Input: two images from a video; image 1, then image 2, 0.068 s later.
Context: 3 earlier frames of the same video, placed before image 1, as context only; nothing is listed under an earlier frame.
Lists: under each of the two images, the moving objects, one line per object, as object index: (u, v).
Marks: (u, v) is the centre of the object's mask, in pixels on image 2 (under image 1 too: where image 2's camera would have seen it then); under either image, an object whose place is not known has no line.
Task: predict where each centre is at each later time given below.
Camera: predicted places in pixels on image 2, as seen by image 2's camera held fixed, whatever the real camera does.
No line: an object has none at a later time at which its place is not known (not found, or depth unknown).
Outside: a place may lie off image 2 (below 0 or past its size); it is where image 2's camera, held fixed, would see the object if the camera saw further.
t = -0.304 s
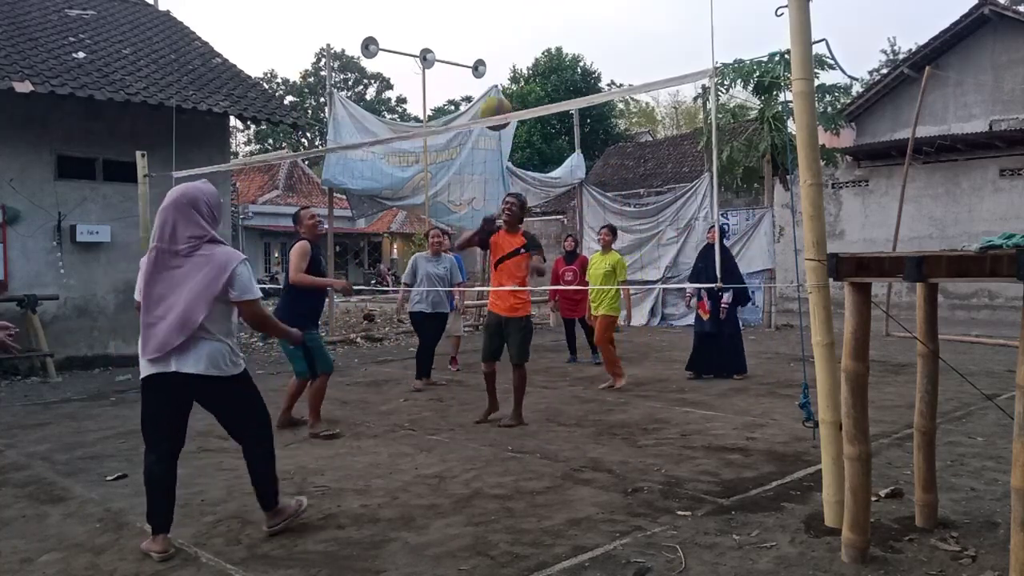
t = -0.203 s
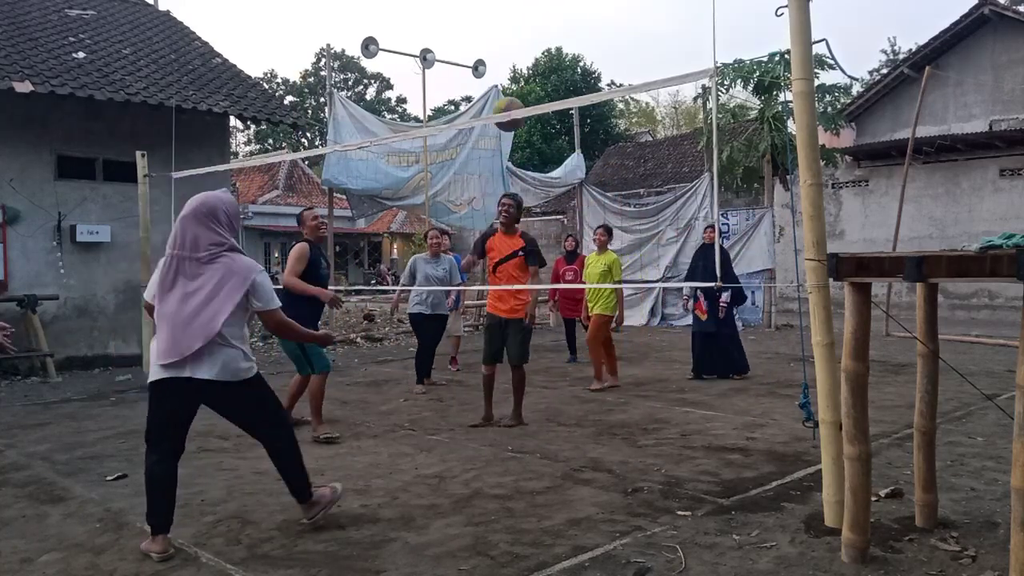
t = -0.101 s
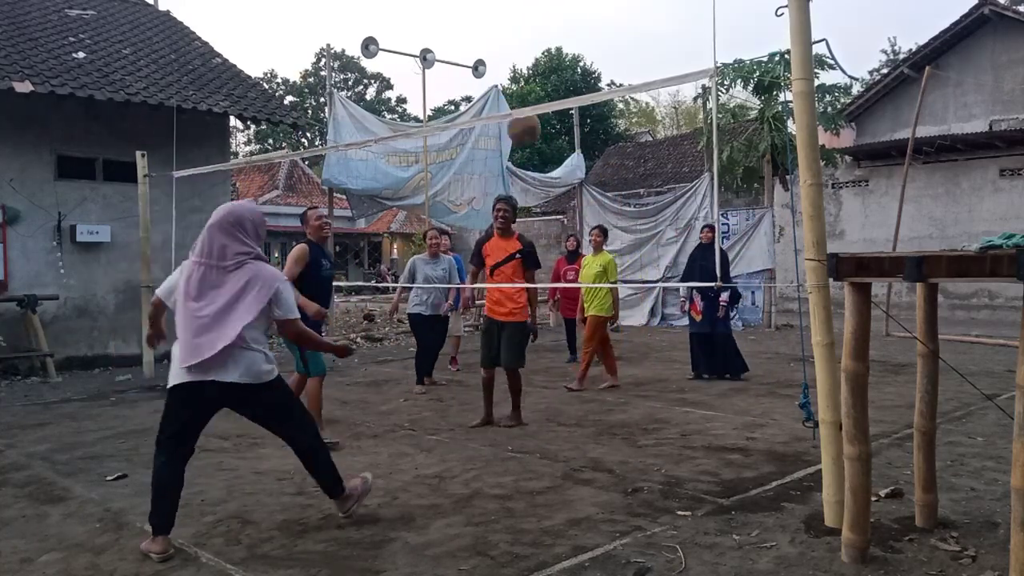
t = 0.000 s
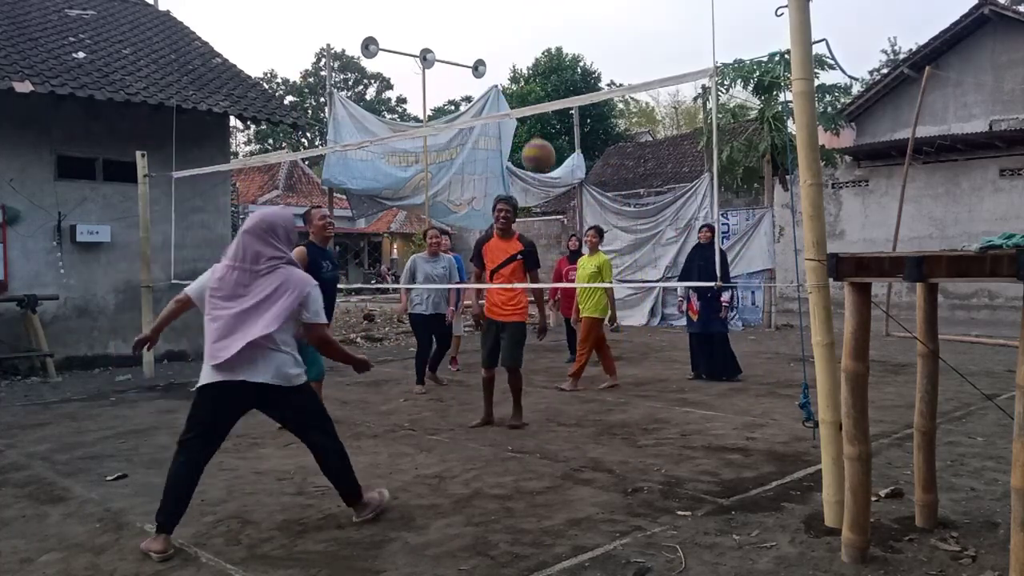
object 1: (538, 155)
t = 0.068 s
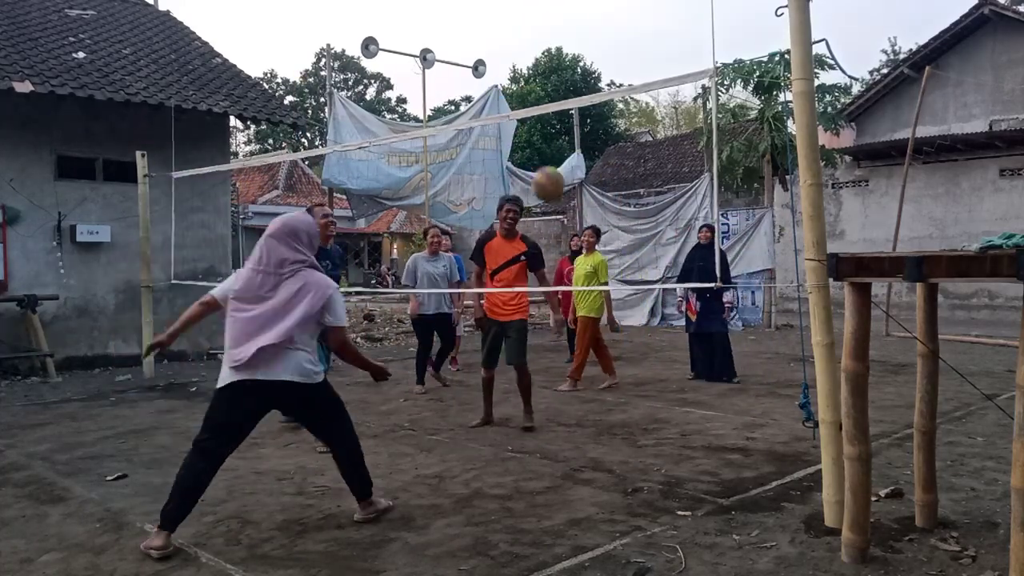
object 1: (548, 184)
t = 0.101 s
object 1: (553, 200)
